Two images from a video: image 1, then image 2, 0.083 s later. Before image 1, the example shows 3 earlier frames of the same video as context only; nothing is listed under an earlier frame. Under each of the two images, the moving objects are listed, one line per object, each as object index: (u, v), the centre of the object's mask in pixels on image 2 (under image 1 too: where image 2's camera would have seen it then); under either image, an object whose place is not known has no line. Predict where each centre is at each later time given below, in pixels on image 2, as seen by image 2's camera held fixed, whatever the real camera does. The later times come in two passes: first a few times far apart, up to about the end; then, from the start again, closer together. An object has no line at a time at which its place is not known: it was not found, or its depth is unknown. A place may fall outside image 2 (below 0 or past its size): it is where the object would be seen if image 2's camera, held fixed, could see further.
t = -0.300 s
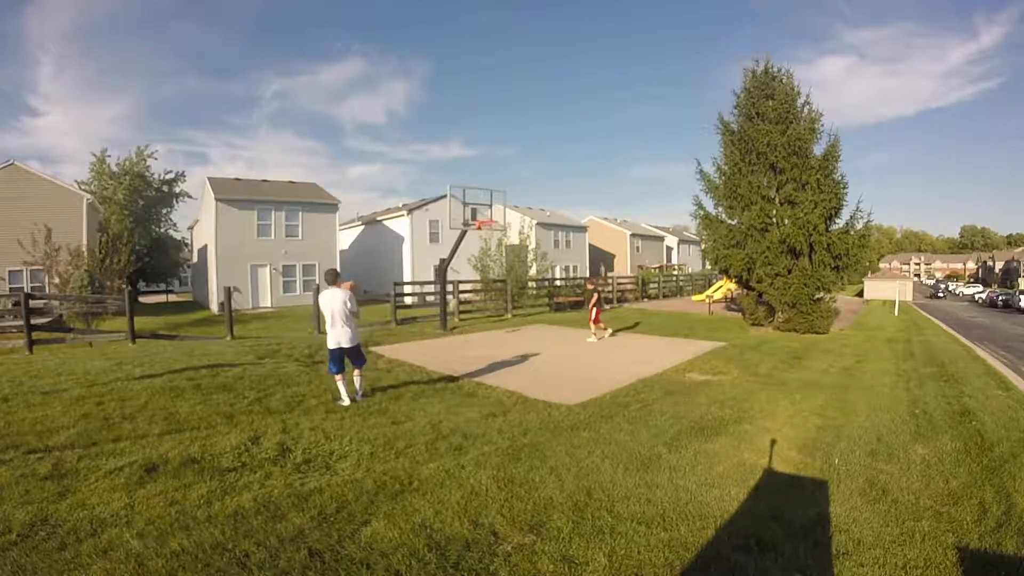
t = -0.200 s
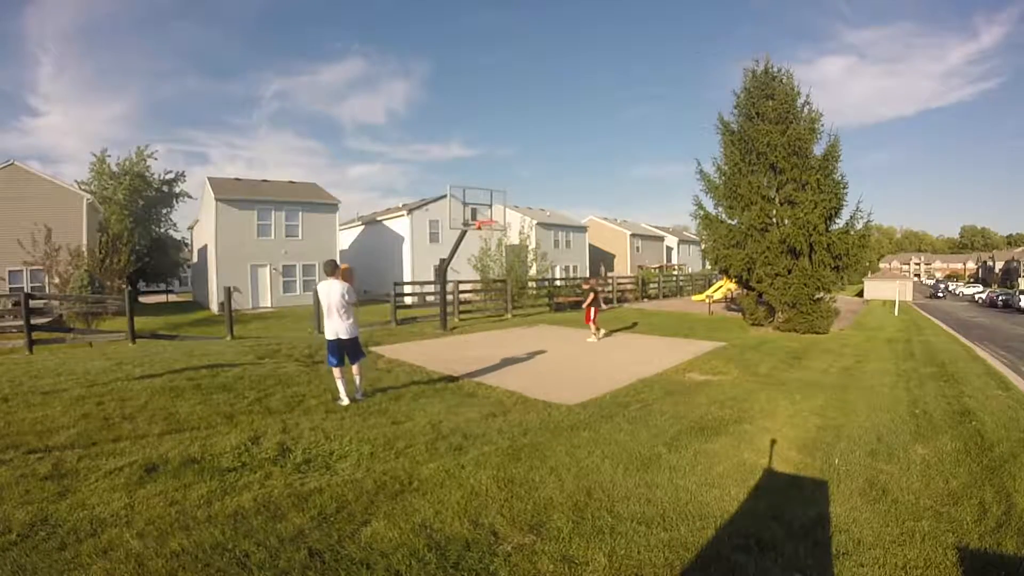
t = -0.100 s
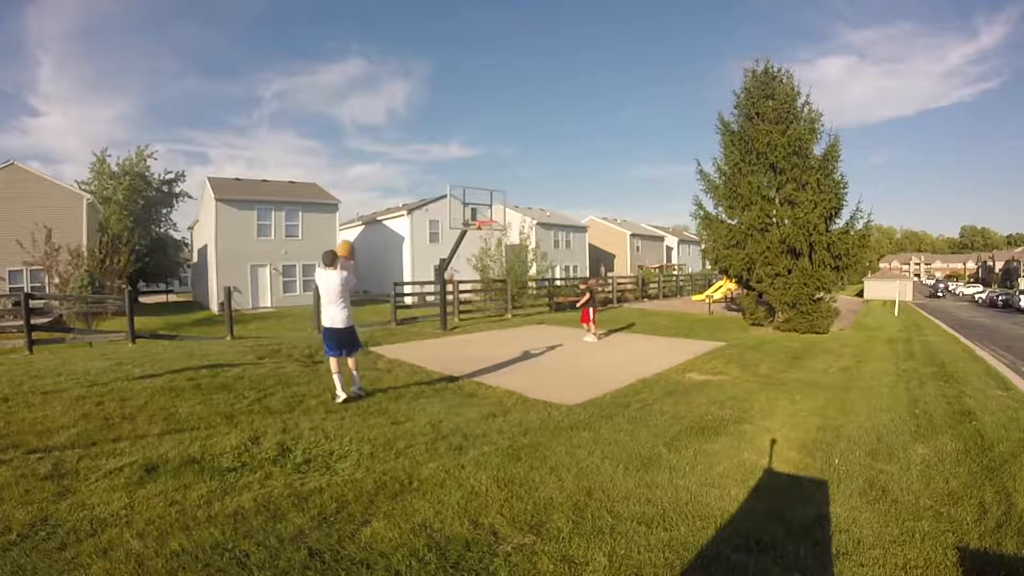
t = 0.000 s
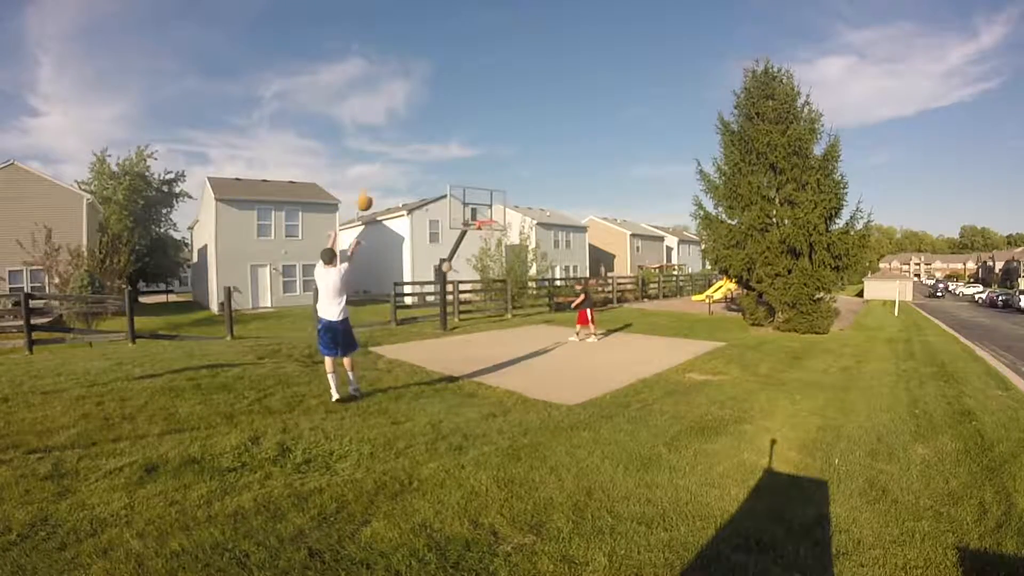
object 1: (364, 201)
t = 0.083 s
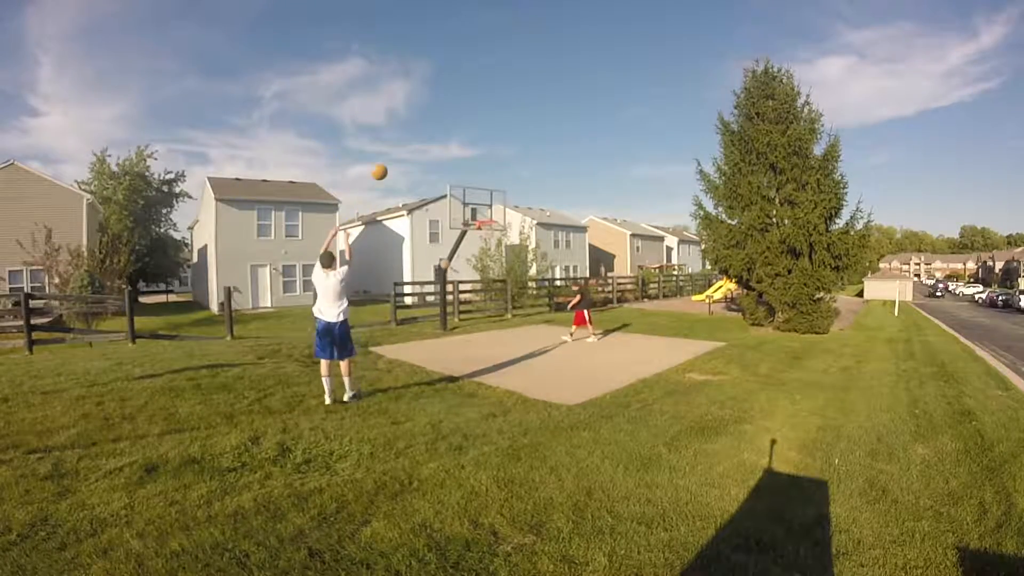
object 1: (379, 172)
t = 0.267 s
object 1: (408, 131)
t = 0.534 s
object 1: (440, 117)
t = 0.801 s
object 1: (464, 137)
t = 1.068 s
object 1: (484, 184)
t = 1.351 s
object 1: (489, 214)
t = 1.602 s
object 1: (486, 205)
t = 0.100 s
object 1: (382, 167)
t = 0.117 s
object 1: (385, 162)
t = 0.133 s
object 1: (388, 158)
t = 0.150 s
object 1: (390, 153)
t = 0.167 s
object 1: (393, 150)
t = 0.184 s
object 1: (396, 147)
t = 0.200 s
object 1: (398, 143)
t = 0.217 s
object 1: (400, 140)
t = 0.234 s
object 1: (403, 136)
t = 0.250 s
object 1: (406, 133)
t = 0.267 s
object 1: (408, 131)
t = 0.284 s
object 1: (410, 129)
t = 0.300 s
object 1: (412, 128)
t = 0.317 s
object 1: (415, 125)
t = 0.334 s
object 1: (416, 124)
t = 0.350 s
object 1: (418, 122)
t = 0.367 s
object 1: (421, 121)
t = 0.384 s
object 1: (423, 120)
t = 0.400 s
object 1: (425, 119)
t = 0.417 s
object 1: (427, 118)
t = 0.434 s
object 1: (429, 117)
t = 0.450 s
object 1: (430, 117)
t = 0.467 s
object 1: (433, 117)
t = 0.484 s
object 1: (434, 117)
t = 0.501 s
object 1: (436, 117)
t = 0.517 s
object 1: (438, 116)
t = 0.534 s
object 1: (440, 117)
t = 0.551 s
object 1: (441, 117)
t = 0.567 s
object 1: (443, 118)
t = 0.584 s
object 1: (445, 118)
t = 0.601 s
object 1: (447, 119)
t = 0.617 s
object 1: (448, 120)
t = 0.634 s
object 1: (449, 121)
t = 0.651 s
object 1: (451, 122)
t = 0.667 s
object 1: (452, 123)
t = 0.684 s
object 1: (454, 125)
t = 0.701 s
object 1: (455, 126)
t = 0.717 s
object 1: (457, 128)
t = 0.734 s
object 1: (458, 129)
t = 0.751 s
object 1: (460, 131)
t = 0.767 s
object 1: (461, 134)
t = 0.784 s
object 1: (462, 135)
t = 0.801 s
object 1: (464, 137)
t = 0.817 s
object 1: (465, 139)
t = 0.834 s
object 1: (466, 141)
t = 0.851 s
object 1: (468, 143)
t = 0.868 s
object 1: (469, 146)
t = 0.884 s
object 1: (470, 150)
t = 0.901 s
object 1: (472, 152)
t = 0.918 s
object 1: (473, 154)
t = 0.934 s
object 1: (474, 157)
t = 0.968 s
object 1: (476, 164)
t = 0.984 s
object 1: (478, 167)
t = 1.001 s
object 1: (479, 169)
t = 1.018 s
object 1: (481, 174)
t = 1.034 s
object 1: (482, 177)
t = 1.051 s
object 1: (483, 180)
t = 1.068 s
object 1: (484, 184)
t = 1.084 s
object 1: (484, 187)
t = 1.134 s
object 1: (489, 197)
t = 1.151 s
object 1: (490, 201)
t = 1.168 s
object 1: (490, 205)
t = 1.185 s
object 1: (490, 209)
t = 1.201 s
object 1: (491, 213)
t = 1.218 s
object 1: (492, 217)
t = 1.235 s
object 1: (492, 217)
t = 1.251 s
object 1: (492, 217)
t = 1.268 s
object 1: (492, 217)
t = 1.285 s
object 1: (492, 217)
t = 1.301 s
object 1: (491, 217)
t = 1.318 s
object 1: (491, 217)
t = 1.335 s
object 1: (490, 216)
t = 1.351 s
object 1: (489, 214)
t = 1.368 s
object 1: (488, 213)
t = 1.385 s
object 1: (488, 212)
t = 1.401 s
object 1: (485, 210)
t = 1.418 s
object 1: (484, 209)
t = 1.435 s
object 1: (483, 209)
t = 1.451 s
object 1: (483, 208)
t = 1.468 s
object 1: (484, 208)
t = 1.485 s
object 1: (483, 208)
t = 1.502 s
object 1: (484, 207)
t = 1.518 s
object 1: (485, 206)
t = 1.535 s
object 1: (485, 206)
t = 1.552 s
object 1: (485, 205)
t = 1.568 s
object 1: (486, 205)
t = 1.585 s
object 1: (486, 204)
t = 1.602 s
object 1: (486, 205)
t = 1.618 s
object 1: (486, 205)
